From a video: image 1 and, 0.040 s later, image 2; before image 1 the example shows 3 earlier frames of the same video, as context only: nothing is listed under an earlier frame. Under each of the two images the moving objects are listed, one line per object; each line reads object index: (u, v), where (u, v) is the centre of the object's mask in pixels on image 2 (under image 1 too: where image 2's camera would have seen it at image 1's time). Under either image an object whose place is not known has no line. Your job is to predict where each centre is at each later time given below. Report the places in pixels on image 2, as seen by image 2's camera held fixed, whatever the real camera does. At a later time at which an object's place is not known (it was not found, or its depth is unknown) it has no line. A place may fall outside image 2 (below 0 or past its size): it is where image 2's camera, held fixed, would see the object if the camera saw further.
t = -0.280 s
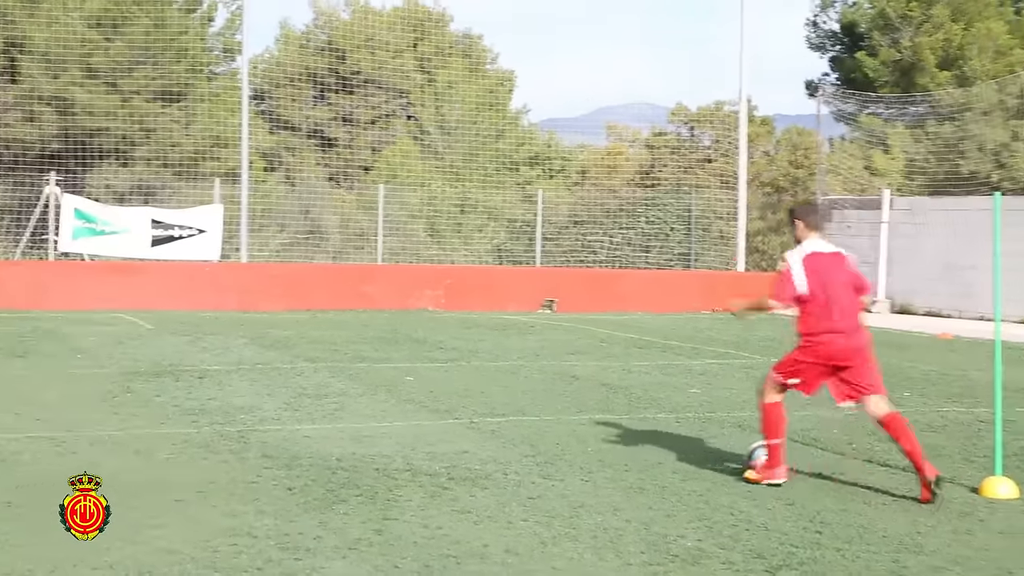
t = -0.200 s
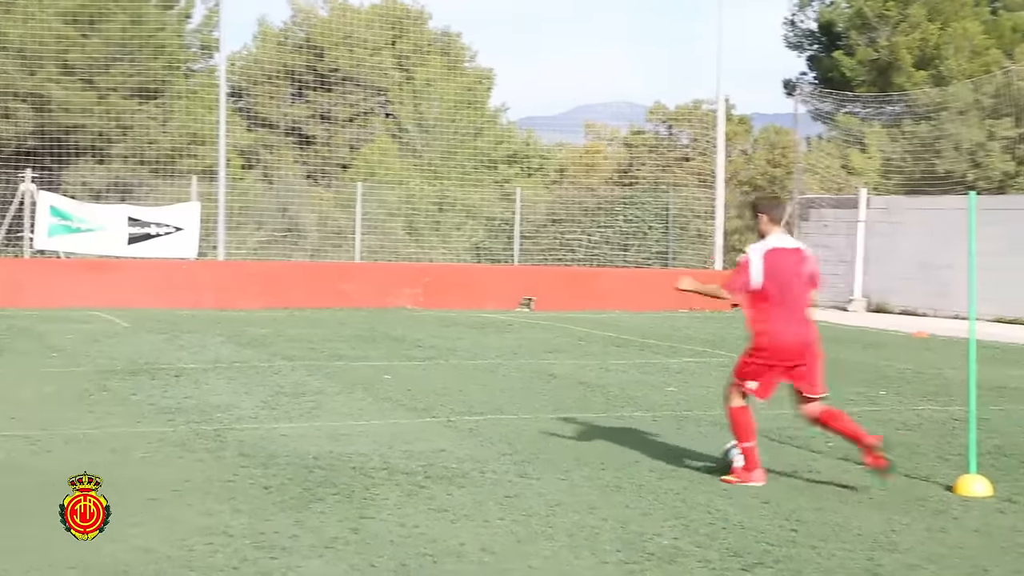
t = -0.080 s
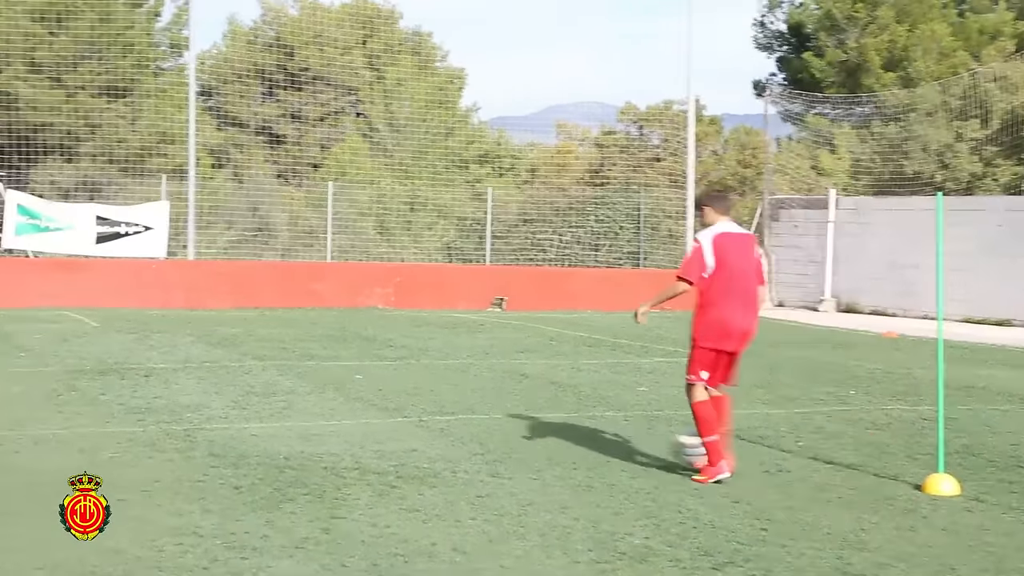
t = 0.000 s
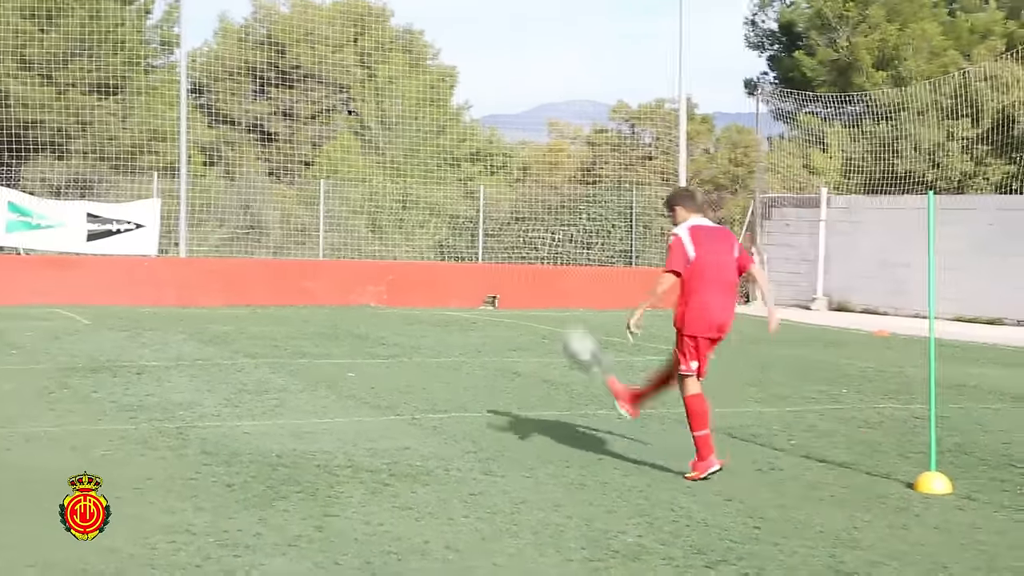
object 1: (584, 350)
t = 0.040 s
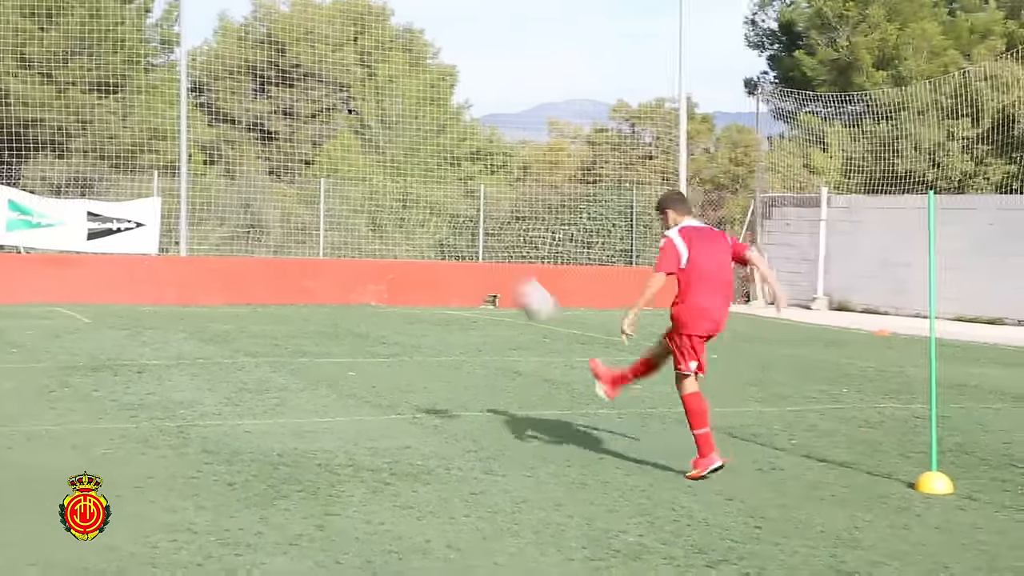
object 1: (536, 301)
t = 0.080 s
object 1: (489, 254)
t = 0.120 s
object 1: (450, 214)
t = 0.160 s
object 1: (411, 176)
